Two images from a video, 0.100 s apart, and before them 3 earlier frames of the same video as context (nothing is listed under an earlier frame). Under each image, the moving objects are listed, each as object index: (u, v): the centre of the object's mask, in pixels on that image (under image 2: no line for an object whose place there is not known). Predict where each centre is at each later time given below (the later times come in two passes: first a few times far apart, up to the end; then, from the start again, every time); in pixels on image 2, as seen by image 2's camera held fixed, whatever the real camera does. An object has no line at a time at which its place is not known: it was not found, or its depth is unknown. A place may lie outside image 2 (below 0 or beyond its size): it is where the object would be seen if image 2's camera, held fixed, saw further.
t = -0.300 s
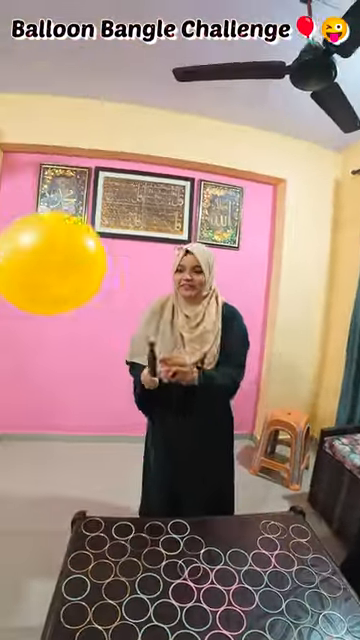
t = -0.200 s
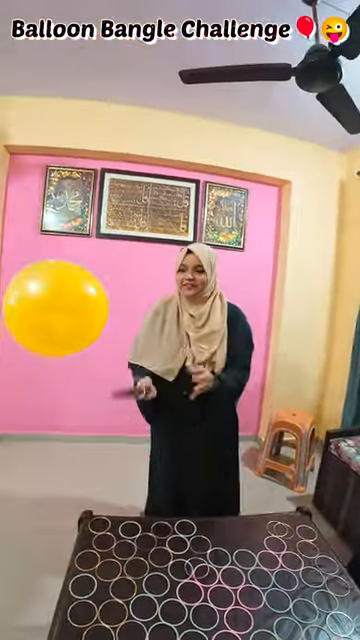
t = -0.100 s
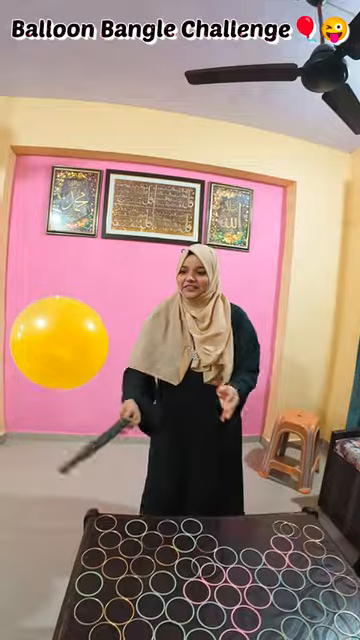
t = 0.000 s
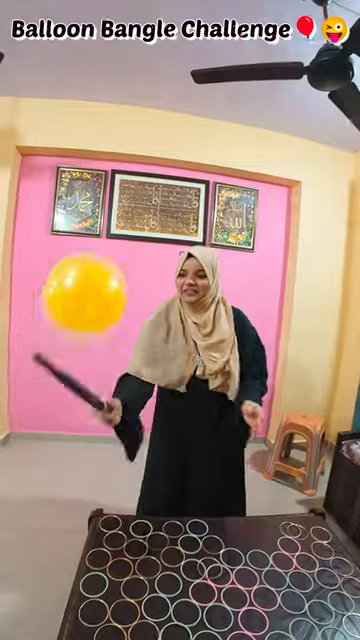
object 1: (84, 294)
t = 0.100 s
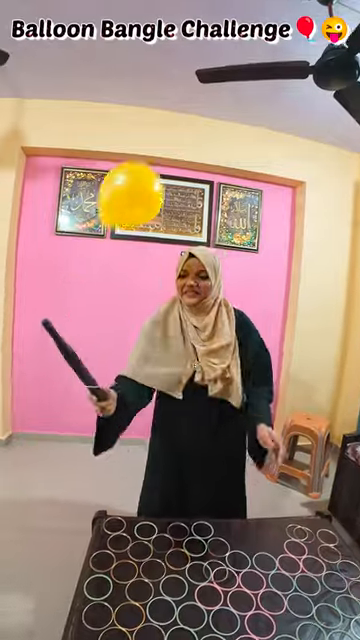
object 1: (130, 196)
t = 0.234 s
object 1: (161, 155)
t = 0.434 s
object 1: (183, 137)
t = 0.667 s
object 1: (183, 139)
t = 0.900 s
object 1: (181, 149)
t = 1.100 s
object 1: (180, 169)
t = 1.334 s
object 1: (176, 204)
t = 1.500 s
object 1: (172, 234)
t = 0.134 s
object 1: (140, 180)
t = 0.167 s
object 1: (148, 169)
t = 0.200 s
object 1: (155, 161)
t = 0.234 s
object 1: (161, 155)
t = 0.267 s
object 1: (166, 150)
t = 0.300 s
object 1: (171, 146)
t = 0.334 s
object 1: (175, 143)
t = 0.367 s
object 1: (178, 140)
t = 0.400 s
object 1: (181, 139)
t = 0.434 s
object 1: (183, 137)
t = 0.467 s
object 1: (184, 136)
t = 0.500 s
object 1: (185, 137)
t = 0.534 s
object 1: (185, 137)
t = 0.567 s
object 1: (185, 137)
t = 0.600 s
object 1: (184, 138)
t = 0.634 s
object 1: (184, 138)
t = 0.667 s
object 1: (183, 139)
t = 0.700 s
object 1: (182, 140)
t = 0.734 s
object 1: (181, 141)
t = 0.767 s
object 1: (181, 142)
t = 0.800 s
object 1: (181, 143)
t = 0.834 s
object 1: (181, 145)
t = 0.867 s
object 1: (181, 147)
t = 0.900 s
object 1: (181, 149)
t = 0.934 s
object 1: (181, 152)
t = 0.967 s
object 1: (181, 155)
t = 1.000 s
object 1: (181, 158)
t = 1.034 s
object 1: (181, 162)
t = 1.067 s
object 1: (180, 165)
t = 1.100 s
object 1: (180, 169)
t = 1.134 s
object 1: (180, 174)
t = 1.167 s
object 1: (179, 178)
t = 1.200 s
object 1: (179, 183)
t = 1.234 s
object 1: (178, 188)
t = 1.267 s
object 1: (177, 193)
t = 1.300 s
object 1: (176, 198)
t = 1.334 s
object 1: (176, 204)
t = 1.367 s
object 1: (175, 209)
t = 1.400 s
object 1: (174, 215)
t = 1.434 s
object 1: (173, 221)
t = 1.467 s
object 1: (172, 227)
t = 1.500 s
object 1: (172, 234)
